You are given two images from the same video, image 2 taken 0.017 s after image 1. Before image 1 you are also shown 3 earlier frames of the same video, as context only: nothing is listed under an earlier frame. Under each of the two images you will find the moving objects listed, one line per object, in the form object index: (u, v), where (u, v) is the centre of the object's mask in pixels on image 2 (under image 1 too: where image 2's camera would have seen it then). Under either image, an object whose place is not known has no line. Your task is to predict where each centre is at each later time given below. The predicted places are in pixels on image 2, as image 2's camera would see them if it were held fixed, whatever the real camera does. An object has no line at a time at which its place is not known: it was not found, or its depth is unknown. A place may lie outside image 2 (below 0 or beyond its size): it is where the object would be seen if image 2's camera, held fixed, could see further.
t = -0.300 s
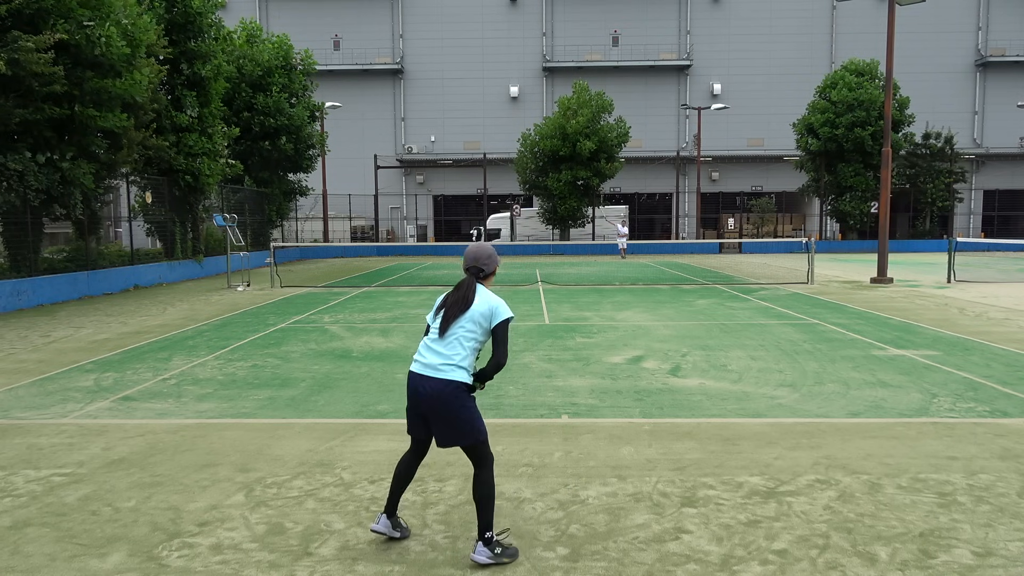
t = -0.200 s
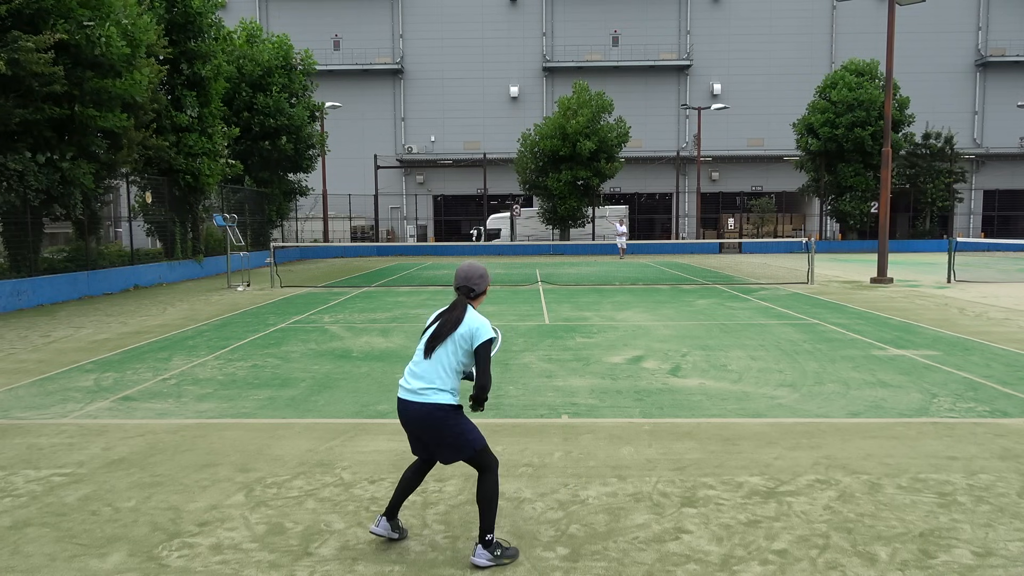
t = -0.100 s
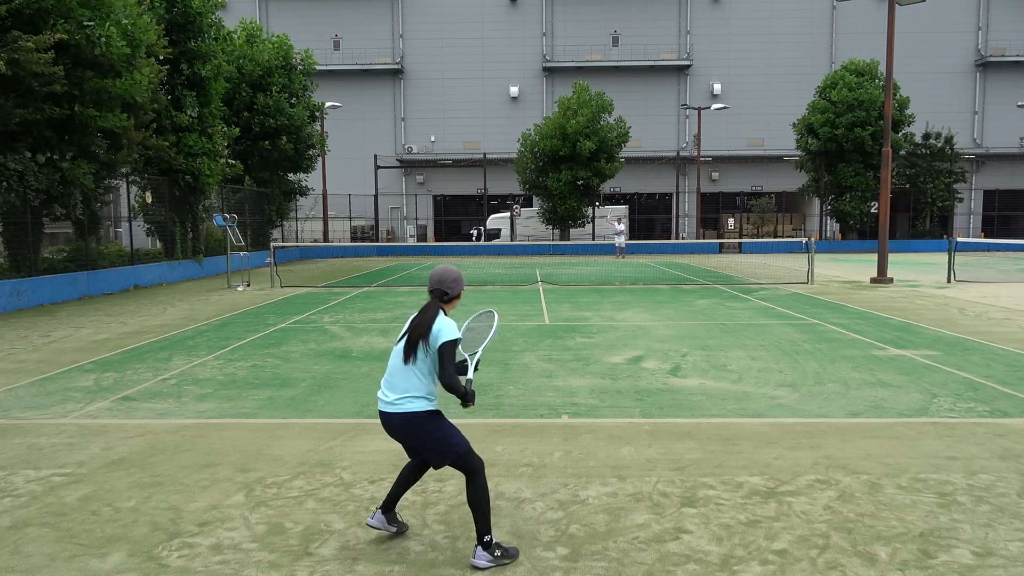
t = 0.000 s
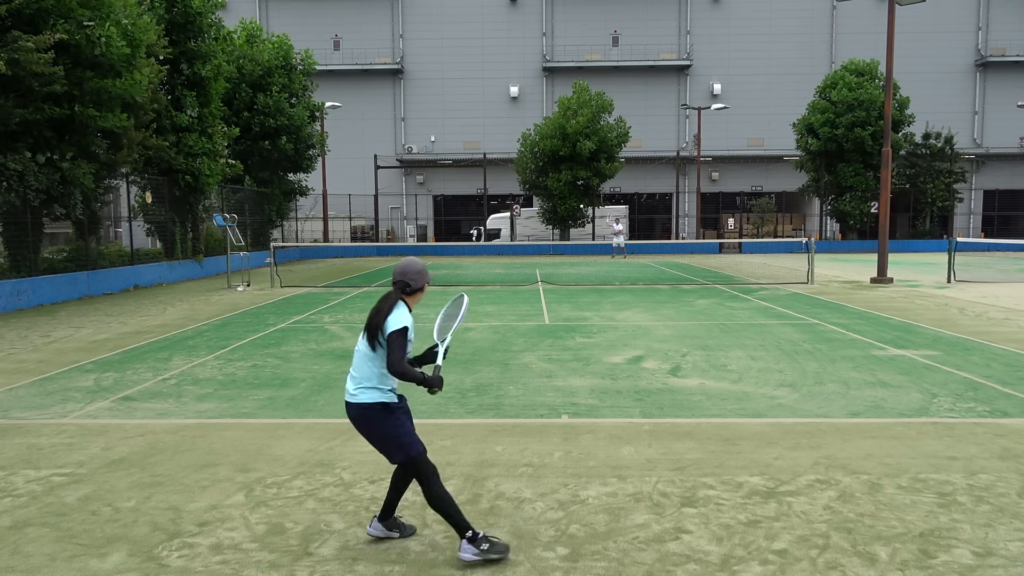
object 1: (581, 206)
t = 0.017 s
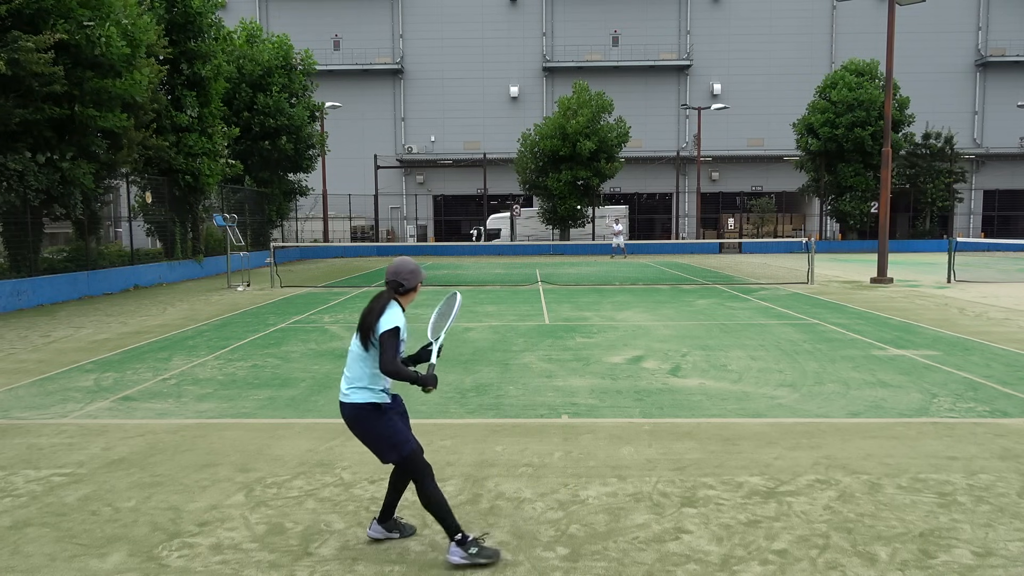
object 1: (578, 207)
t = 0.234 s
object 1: (532, 249)
